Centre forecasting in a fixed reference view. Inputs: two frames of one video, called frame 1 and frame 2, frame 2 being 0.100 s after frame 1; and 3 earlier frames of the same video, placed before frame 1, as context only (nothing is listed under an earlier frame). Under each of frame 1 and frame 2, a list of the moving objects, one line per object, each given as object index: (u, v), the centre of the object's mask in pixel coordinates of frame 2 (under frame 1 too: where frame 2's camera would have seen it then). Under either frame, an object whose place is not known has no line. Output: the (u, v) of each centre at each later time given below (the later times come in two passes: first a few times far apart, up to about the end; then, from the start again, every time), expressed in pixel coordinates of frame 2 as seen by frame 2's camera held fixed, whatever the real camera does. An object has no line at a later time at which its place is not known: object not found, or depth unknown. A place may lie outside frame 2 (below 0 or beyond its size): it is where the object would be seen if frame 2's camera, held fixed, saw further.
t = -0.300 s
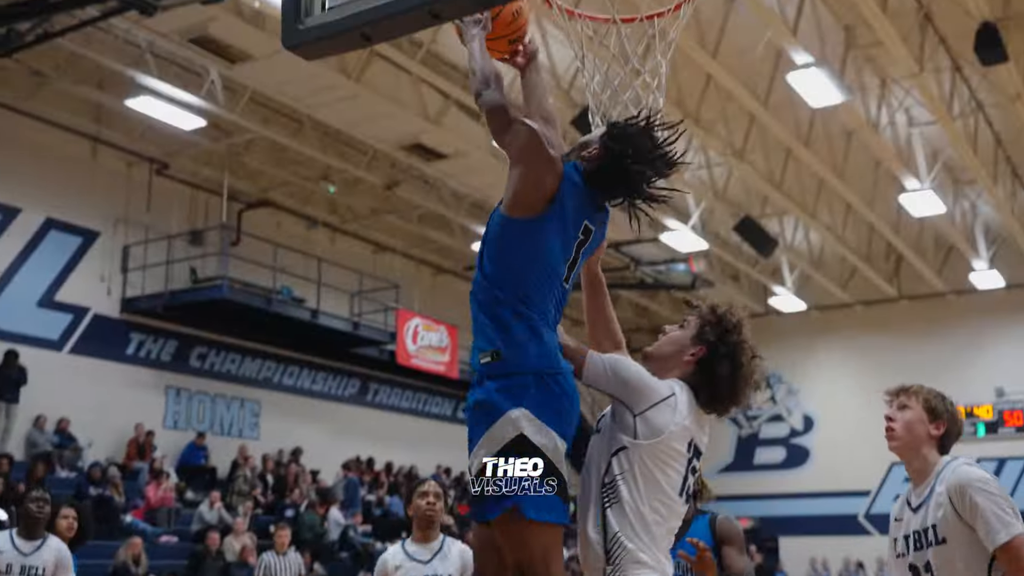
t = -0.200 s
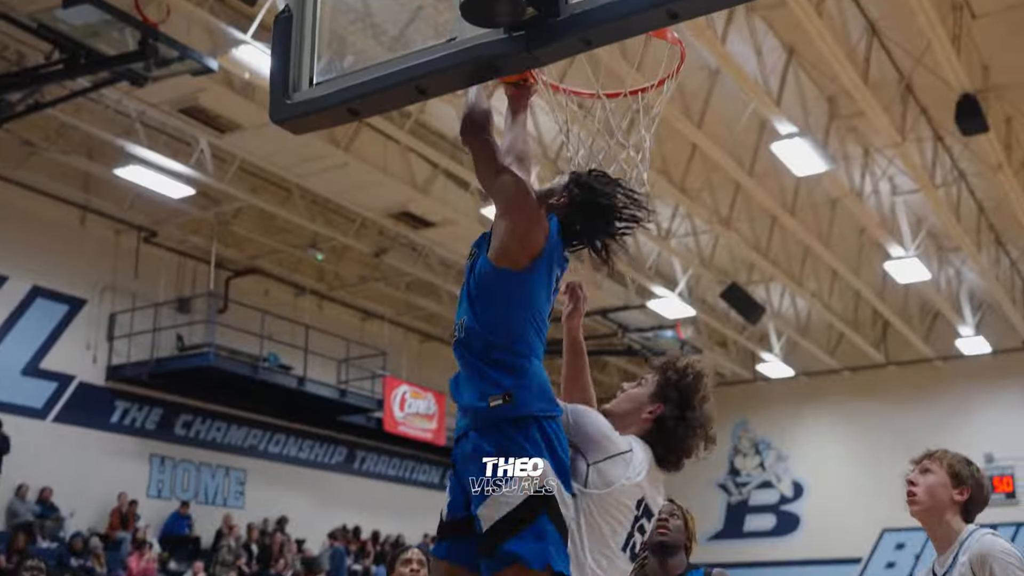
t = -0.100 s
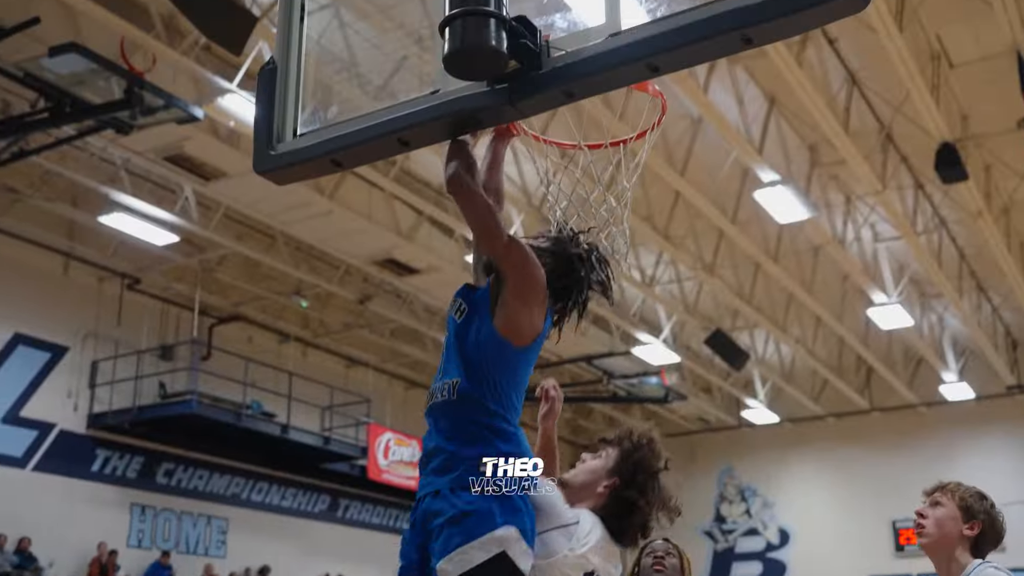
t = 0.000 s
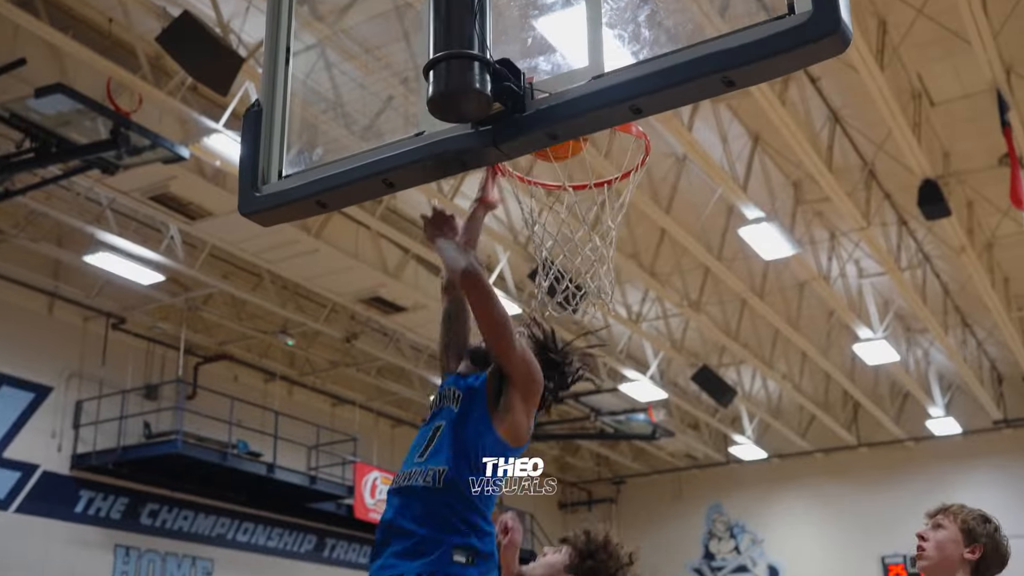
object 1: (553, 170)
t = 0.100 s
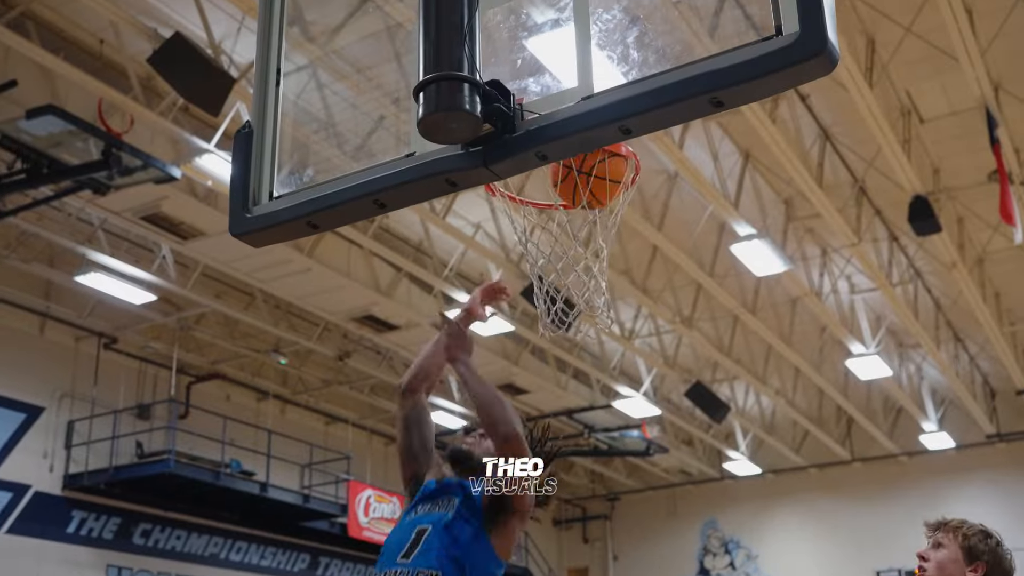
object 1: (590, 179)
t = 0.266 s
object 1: (622, 240)
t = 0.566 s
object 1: (559, 335)
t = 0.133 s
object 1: (602, 186)
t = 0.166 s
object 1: (611, 201)
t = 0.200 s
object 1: (618, 216)
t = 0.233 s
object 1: (622, 229)
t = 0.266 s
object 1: (622, 240)
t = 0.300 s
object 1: (621, 249)
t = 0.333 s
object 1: (617, 257)
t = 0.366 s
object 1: (611, 268)
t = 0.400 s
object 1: (599, 278)
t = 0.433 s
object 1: (592, 286)
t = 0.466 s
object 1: (582, 297)
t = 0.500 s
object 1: (575, 308)
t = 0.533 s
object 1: (567, 320)
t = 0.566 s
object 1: (559, 335)
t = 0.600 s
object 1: (552, 352)
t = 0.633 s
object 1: (544, 373)
